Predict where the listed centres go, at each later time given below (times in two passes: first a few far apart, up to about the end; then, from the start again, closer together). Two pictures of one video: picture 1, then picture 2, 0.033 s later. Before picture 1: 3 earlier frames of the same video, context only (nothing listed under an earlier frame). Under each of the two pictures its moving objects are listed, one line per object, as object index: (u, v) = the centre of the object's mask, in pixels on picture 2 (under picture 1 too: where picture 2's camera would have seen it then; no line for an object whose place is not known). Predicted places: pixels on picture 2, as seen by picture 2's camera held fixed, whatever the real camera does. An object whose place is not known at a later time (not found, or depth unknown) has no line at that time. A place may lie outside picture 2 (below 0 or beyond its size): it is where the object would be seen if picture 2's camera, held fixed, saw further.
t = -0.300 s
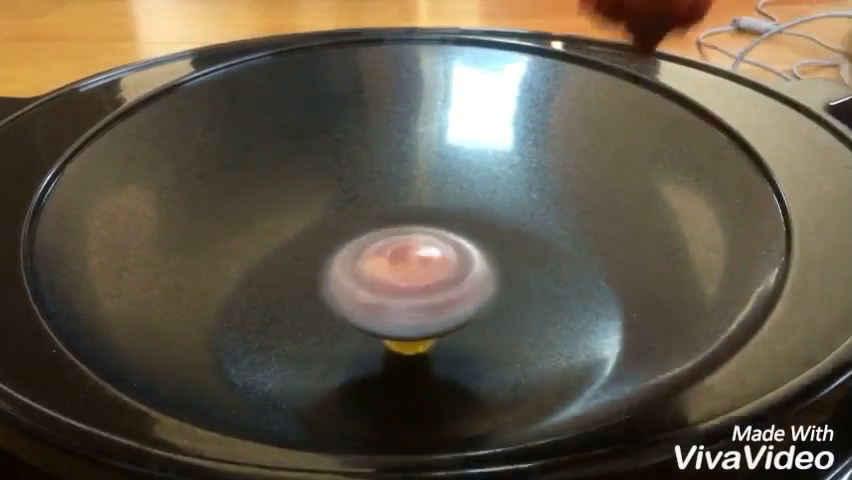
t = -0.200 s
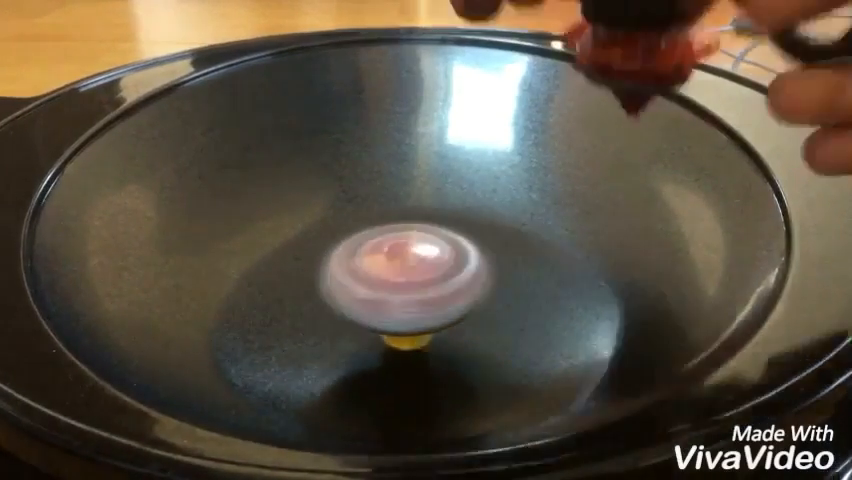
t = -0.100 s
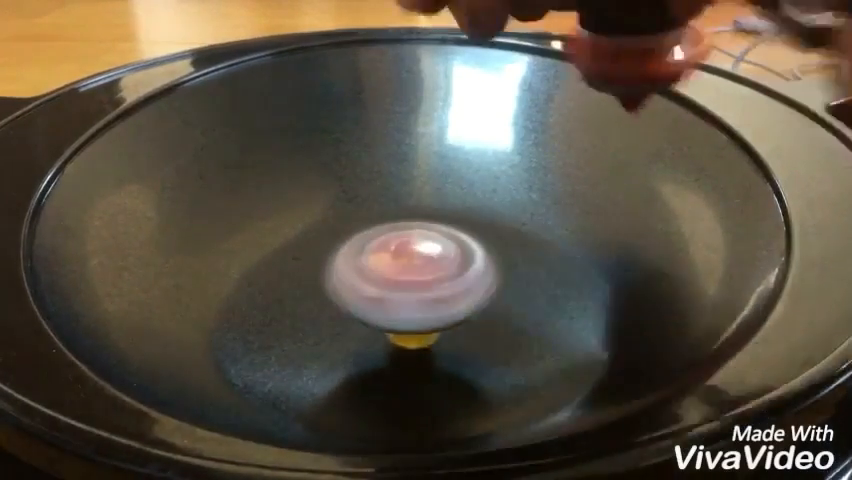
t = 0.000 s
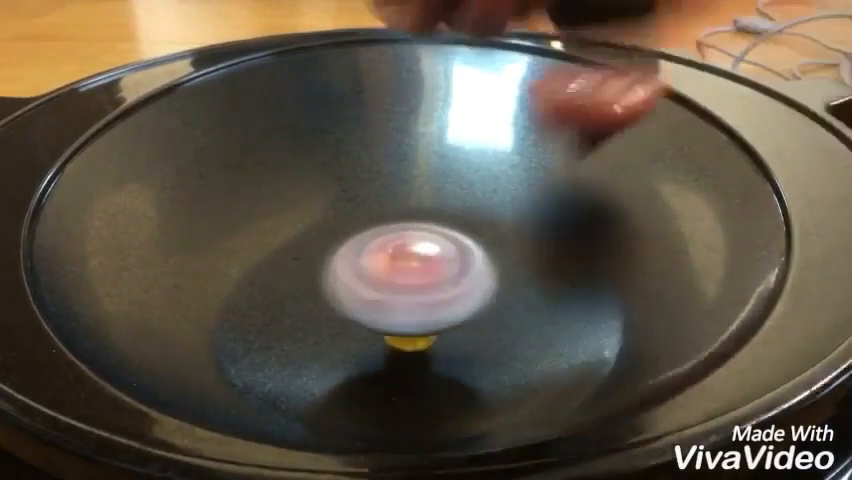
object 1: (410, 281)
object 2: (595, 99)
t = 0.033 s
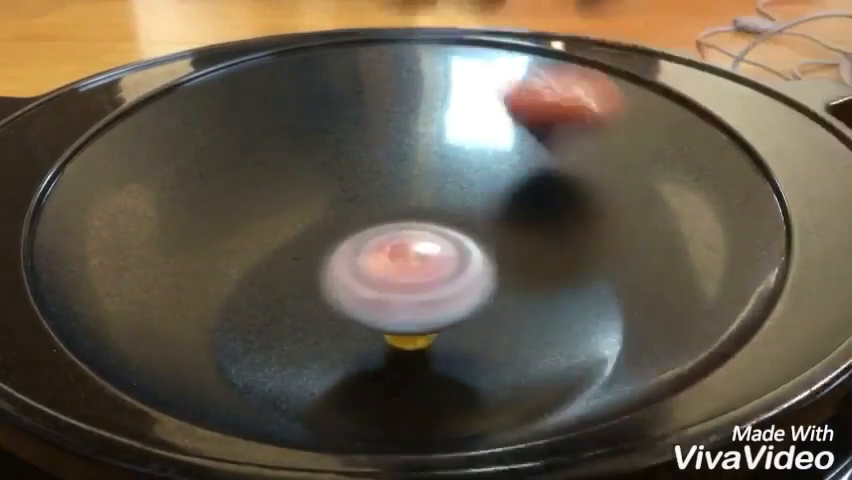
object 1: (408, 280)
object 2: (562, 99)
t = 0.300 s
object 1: (406, 265)
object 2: (261, 51)
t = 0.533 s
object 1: (400, 264)
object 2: (146, 94)
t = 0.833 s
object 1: (404, 269)
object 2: (78, 219)
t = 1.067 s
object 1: (540, 253)
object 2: (184, 289)
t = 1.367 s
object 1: (725, 177)
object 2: (209, 277)
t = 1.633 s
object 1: (715, 127)
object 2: (311, 262)
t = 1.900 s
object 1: (657, 124)
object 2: (314, 195)
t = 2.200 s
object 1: (558, 160)
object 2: (342, 158)
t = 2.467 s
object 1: (476, 227)
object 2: (344, 100)
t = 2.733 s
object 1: (424, 289)
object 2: (358, 64)
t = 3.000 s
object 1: (407, 306)
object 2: (383, 54)
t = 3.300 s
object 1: (396, 299)
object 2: (413, 59)
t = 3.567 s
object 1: (394, 290)
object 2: (439, 79)
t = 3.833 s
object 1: (391, 278)
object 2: (448, 130)
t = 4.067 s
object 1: (360, 285)
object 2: (444, 190)
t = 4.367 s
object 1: (359, 324)
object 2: (542, 183)
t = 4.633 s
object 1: (422, 313)
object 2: (546, 190)
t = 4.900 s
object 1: (384, 302)
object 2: (508, 223)
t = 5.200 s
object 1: (344, 305)
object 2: (534, 200)
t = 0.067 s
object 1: (408, 278)
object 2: (522, 76)
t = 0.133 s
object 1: (407, 275)
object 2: (435, 69)
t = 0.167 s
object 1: (405, 274)
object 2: (402, 64)
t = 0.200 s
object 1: (403, 272)
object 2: (366, 59)
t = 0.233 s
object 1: (403, 269)
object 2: (332, 56)
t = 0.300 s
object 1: (406, 265)
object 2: (261, 51)
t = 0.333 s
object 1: (407, 265)
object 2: (222, 48)
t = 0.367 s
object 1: (408, 266)
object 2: (181, 45)
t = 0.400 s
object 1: (407, 268)
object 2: (168, 46)
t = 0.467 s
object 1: (400, 266)
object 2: (163, 74)
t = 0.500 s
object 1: (399, 265)
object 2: (157, 84)
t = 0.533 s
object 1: (400, 264)
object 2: (146, 94)
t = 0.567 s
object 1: (400, 265)
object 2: (131, 102)
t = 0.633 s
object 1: (400, 266)
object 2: (90, 117)
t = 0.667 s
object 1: (400, 267)
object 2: (70, 126)
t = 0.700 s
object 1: (400, 268)
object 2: (59, 136)
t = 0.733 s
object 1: (400, 269)
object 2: (54, 150)
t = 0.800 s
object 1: (402, 269)
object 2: (63, 193)
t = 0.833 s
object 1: (404, 269)
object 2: (78, 219)
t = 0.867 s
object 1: (406, 270)
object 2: (101, 243)
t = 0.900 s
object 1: (407, 270)
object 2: (134, 259)
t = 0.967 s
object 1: (410, 270)
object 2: (207, 272)
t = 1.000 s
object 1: (426, 269)
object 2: (237, 278)
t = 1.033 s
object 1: (468, 263)
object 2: (230, 282)
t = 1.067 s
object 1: (540, 253)
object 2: (184, 289)
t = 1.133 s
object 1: (636, 228)
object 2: (150, 293)
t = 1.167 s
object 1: (661, 220)
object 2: (152, 293)
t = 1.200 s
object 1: (677, 212)
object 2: (160, 293)
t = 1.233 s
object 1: (689, 205)
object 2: (171, 292)
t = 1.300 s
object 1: (707, 190)
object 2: (194, 286)
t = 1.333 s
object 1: (716, 184)
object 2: (202, 282)
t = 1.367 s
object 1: (725, 177)
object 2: (209, 277)
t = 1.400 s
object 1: (731, 170)
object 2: (218, 274)
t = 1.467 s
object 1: (734, 156)
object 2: (248, 274)
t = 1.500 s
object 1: (733, 149)
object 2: (265, 274)
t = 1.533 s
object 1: (730, 143)
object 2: (280, 272)
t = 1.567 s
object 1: (726, 137)
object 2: (293, 269)
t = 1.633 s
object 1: (715, 127)
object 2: (311, 262)
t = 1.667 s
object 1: (709, 123)
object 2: (318, 256)
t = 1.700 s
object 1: (702, 120)
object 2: (321, 249)
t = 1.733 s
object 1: (694, 118)
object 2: (324, 240)
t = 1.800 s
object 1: (678, 118)
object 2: (323, 221)
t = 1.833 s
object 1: (671, 120)
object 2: (320, 212)
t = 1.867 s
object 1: (664, 122)
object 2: (316, 204)
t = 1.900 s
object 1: (657, 124)
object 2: (314, 195)
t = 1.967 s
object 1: (642, 131)
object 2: (313, 184)
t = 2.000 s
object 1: (635, 134)
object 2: (315, 178)
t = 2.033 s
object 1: (625, 138)
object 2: (317, 174)
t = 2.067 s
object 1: (613, 143)
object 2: (319, 172)
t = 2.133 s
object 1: (587, 152)
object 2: (328, 164)
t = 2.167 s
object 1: (573, 156)
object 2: (335, 161)
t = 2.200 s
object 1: (558, 160)
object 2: (342, 158)
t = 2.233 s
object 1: (542, 165)
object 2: (351, 153)
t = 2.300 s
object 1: (512, 173)
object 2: (369, 143)
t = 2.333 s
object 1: (518, 184)
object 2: (359, 132)
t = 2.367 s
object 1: (517, 194)
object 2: (351, 124)
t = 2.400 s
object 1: (507, 205)
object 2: (346, 115)
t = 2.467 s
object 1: (476, 227)
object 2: (344, 100)
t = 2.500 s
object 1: (459, 236)
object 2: (343, 93)
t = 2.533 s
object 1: (447, 244)
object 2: (344, 87)
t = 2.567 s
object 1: (440, 252)
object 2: (346, 82)
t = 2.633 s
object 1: (431, 269)
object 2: (349, 73)
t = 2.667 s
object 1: (428, 276)
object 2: (352, 70)
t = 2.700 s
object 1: (426, 283)
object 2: (355, 66)
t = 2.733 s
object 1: (424, 289)
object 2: (358, 64)
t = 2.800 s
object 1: (420, 297)
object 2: (365, 59)
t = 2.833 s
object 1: (418, 300)
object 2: (368, 58)
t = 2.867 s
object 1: (416, 302)
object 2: (370, 57)
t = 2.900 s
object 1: (413, 304)
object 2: (373, 56)
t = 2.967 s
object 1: (408, 306)
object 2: (380, 55)
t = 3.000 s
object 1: (407, 306)
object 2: (383, 54)
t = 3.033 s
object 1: (405, 306)
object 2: (386, 54)
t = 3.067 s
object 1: (403, 306)
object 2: (389, 54)
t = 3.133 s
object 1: (401, 304)
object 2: (396, 54)
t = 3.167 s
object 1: (400, 303)
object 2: (399, 54)
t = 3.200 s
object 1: (399, 302)
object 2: (403, 56)
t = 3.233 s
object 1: (398, 301)
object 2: (407, 56)
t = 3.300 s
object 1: (396, 299)
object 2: (413, 59)
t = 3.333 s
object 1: (395, 298)
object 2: (417, 60)
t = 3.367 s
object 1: (394, 297)
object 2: (420, 61)
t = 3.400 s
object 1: (394, 296)
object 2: (424, 64)
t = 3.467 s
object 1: (394, 293)
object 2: (431, 69)
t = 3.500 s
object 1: (394, 292)
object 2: (434, 72)
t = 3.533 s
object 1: (394, 291)
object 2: (437, 75)
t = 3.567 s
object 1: (394, 290)
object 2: (439, 79)
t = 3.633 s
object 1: (394, 287)
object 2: (443, 88)
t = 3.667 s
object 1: (393, 286)
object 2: (444, 93)
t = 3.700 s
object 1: (394, 285)
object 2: (446, 99)
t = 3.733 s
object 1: (393, 283)
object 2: (447, 106)
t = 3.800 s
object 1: (391, 280)
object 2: (448, 121)
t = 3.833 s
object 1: (391, 278)
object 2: (448, 130)
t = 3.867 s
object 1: (388, 276)
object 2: (449, 139)
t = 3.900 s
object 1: (387, 274)
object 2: (450, 149)
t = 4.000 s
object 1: (381, 270)
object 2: (438, 179)
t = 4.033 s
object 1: (367, 280)
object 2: (440, 184)
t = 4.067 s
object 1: (360, 285)
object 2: (444, 190)
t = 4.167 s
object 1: (315, 304)
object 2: (481, 199)
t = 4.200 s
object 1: (299, 312)
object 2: (497, 196)
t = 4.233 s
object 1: (294, 320)
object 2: (509, 192)
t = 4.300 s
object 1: (322, 324)
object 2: (531, 187)
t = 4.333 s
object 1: (340, 324)
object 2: (536, 185)
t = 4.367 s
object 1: (359, 324)
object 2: (542, 183)
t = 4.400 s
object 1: (374, 324)
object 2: (544, 183)
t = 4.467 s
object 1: (398, 323)
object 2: (548, 183)
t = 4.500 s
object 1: (407, 321)
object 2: (549, 183)
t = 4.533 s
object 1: (414, 319)
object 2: (551, 185)
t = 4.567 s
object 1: (419, 317)
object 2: (549, 186)
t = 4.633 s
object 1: (422, 313)
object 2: (546, 190)
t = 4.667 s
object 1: (422, 311)
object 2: (542, 192)
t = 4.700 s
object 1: (420, 308)
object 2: (539, 195)
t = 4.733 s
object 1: (417, 306)
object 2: (531, 200)
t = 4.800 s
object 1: (409, 301)
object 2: (512, 208)
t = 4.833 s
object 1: (405, 299)
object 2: (508, 213)
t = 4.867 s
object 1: (394, 300)
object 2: (509, 218)
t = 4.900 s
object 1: (384, 302)
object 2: (508, 223)
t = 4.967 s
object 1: (330, 313)
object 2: (530, 217)
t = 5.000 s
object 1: (316, 315)
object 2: (536, 214)
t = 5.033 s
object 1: (312, 315)
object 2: (537, 212)
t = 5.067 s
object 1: (315, 313)
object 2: (536, 208)
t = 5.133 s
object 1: (330, 309)
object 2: (534, 201)
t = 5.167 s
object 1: (337, 308)
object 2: (535, 199)
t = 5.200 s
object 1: (344, 305)
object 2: (534, 200)
